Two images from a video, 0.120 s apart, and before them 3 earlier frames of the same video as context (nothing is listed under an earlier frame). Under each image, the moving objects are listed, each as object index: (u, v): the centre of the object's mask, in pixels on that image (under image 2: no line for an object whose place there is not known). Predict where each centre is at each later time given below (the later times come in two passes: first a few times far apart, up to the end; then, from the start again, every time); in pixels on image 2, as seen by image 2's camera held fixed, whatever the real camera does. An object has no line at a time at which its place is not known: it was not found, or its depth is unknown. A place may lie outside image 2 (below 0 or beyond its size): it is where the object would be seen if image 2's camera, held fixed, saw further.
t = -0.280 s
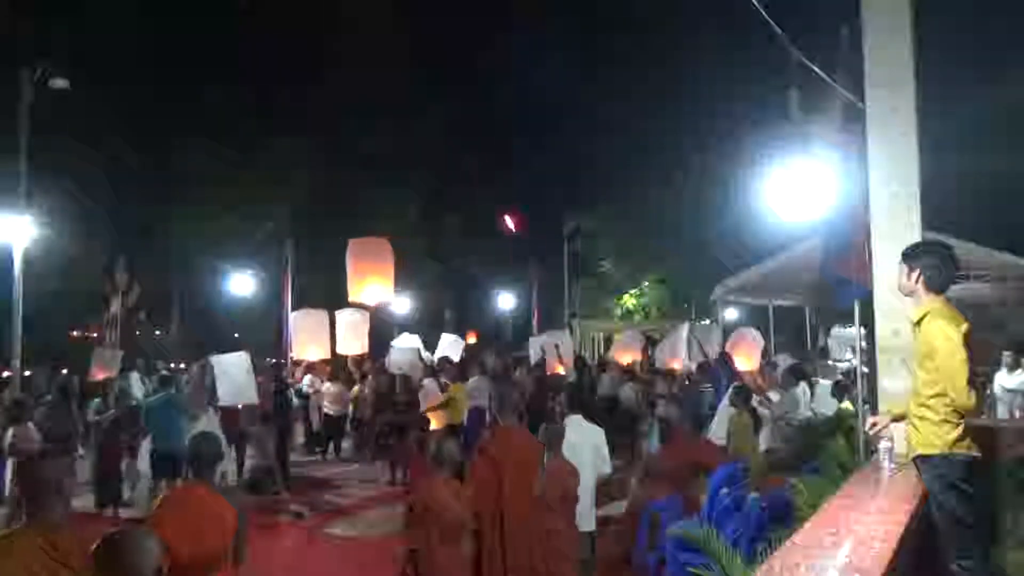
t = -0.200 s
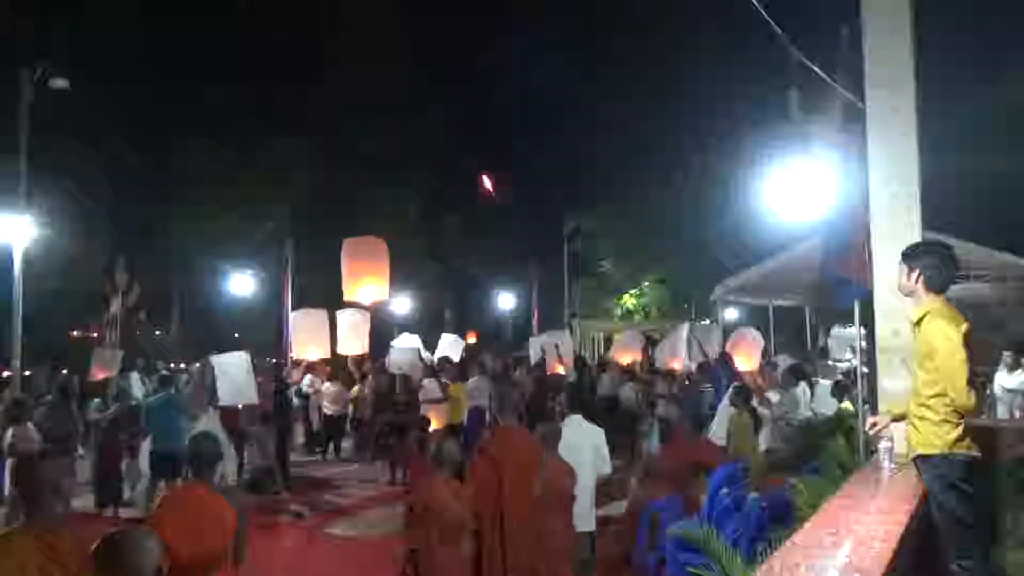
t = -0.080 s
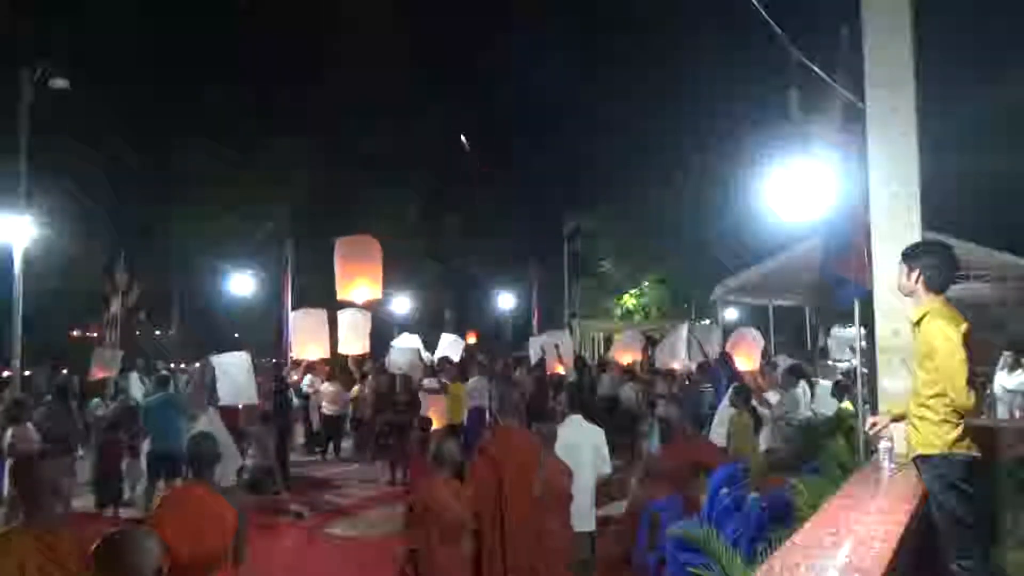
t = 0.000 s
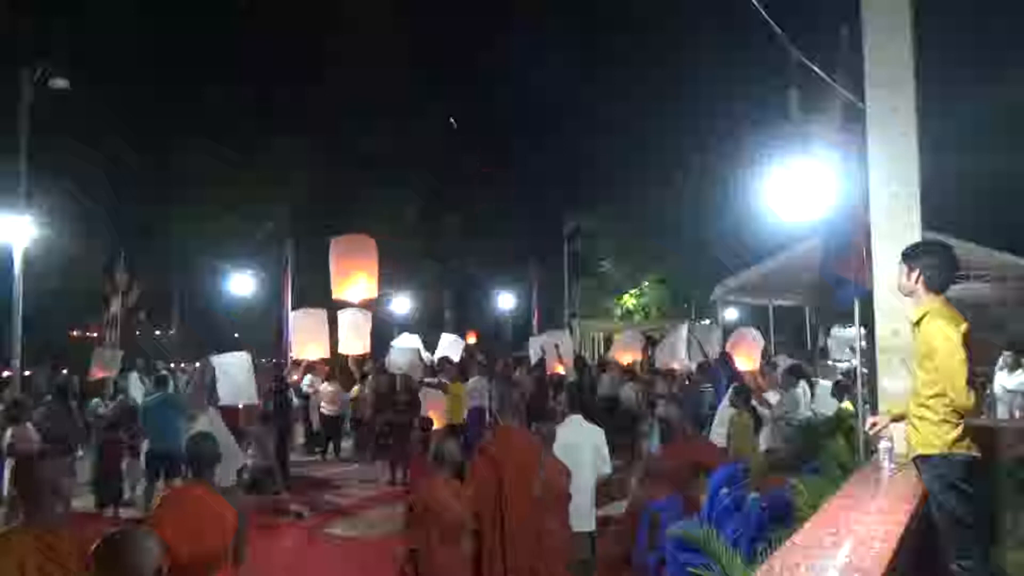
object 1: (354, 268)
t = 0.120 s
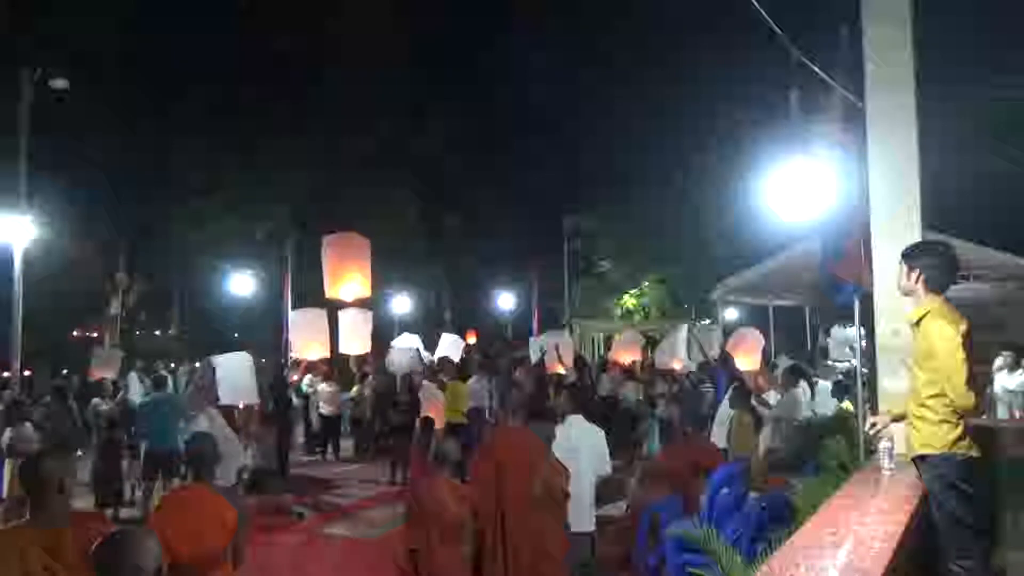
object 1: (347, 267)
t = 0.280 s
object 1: (337, 266)
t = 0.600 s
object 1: (320, 261)
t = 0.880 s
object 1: (304, 257)
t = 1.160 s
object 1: (290, 252)
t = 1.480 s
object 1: (275, 246)
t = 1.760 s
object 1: (261, 240)
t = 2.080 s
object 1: (246, 231)
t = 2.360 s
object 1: (232, 222)
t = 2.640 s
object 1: (218, 213)
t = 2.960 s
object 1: (203, 199)
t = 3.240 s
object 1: (189, 185)
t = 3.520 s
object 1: (174, 170)
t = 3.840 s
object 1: (157, 150)
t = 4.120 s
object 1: (141, 131)
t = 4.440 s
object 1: (121, 107)
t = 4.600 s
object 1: (110, 94)
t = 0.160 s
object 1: (344, 267)
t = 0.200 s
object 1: (342, 266)
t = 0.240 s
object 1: (340, 266)
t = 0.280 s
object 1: (337, 266)
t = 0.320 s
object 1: (335, 265)
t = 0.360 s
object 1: (333, 264)
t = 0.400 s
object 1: (331, 264)
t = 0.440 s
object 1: (328, 263)
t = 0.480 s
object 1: (326, 263)
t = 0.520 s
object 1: (324, 262)
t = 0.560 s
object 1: (322, 261)
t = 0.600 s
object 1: (320, 261)
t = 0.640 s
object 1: (317, 261)
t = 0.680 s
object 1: (315, 260)
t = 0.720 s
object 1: (313, 259)
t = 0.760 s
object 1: (311, 259)
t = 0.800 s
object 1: (309, 258)
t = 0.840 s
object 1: (307, 257)
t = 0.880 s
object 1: (304, 257)
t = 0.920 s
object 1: (302, 256)
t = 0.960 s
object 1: (300, 255)
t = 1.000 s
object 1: (298, 255)
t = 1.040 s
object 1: (296, 254)
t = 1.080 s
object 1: (294, 253)
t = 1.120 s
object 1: (292, 253)
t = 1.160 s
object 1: (290, 252)
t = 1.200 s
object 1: (288, 251)
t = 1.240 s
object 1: (286, 251)
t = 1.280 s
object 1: (284, 250)
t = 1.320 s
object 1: (283, 249)
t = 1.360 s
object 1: (280, 248)
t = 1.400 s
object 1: (278, 247)
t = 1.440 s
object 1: (276, 247)
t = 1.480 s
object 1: (275, 246)
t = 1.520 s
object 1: (273, 244)
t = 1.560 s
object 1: (270, 244)
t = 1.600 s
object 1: (269, 243)
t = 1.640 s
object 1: (267, 242)
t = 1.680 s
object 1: (265, 241)
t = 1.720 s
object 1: (263, 240)
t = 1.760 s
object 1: (261, 240)
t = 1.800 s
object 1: (259, 239)
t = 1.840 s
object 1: (257, 238)
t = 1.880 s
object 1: (255, 237)
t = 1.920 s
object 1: (253, 236)
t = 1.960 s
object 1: (252, 234)
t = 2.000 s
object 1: (250, 233)
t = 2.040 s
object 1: (248, 232)
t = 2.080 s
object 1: (246, 231)
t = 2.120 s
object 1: (243, 230)
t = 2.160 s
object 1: (242, 229)
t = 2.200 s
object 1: (240, 227)
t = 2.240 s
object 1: (238, 226)
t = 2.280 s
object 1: (236, 225)
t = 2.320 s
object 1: (234, 223)
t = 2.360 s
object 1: (232, 222)
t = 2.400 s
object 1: (230, 221)
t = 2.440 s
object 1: (228, 219)
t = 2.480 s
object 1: (226, 218)
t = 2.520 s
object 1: (224, 217)
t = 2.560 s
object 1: (222, 215)
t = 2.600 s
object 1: (220, 214)
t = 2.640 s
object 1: (218, 213)
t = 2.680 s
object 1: (216, 211)
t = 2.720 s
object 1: (214, 209)
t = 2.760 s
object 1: (213, 207)
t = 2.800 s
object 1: (210, 206)
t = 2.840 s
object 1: (208, 204)
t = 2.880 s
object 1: (206, 202)
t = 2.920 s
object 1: (205, 201)
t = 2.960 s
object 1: (203, 199)
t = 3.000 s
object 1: (201, 197)
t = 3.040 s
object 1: (199, 195)
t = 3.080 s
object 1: (197, 193)
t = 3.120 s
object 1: (195, 191)
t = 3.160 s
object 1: (193, 189)
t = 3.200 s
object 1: (191, 187)
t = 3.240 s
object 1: (189, 185)
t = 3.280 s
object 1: (187, 183)
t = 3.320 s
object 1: (185, 181)
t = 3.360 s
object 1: (183, 179)
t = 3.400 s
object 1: (181, 177)
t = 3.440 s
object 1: (179, 174)
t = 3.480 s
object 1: (176, 172)
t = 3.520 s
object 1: (174, 170)
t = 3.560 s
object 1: (172, 167)
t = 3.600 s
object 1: (170, 165)
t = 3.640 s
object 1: (168, 163)
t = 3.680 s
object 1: (166, 160)
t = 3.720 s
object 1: (164, 158)
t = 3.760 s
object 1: (161, 156)
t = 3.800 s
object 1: (159, 153)
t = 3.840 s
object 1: (157, 150)
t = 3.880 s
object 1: (155, 147)
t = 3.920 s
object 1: (153, 145)
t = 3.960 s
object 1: (150, 142)
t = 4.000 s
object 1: (148, 140)
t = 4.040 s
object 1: (146, 136)
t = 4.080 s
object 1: (143, 134)
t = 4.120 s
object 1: (141, 131)
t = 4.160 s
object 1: (138, 128)
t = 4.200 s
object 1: (136, 125)
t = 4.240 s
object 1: (133, 122)
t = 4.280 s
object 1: (131, 119)
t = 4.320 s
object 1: (128, 116)
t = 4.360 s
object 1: (126, 113)
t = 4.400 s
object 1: (123, 110)
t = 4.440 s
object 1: (121, 107)
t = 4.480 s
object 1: (118, 104)
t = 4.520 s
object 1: (115, 101)
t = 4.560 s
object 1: (113, 98)
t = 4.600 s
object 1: (110, 94)
